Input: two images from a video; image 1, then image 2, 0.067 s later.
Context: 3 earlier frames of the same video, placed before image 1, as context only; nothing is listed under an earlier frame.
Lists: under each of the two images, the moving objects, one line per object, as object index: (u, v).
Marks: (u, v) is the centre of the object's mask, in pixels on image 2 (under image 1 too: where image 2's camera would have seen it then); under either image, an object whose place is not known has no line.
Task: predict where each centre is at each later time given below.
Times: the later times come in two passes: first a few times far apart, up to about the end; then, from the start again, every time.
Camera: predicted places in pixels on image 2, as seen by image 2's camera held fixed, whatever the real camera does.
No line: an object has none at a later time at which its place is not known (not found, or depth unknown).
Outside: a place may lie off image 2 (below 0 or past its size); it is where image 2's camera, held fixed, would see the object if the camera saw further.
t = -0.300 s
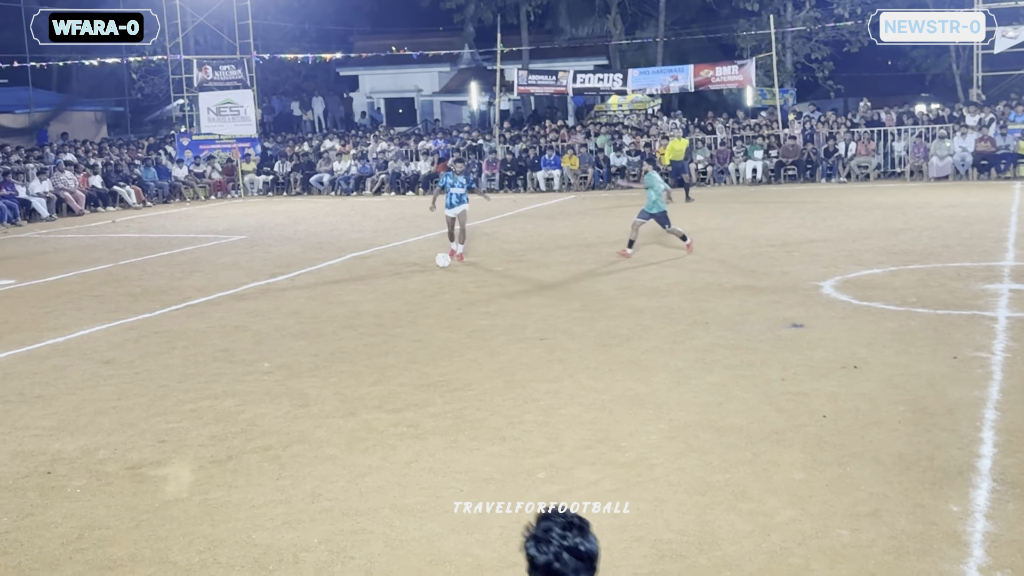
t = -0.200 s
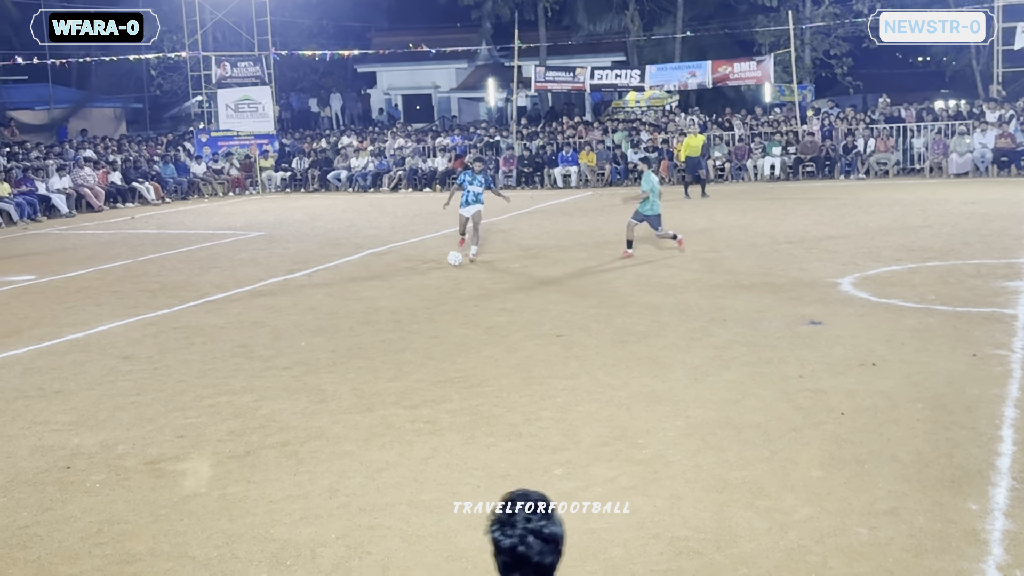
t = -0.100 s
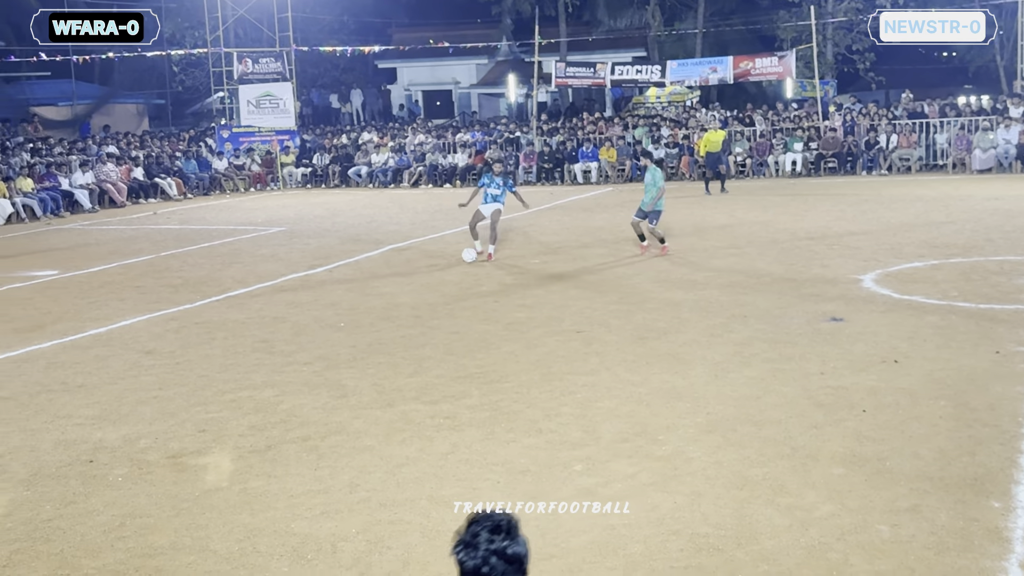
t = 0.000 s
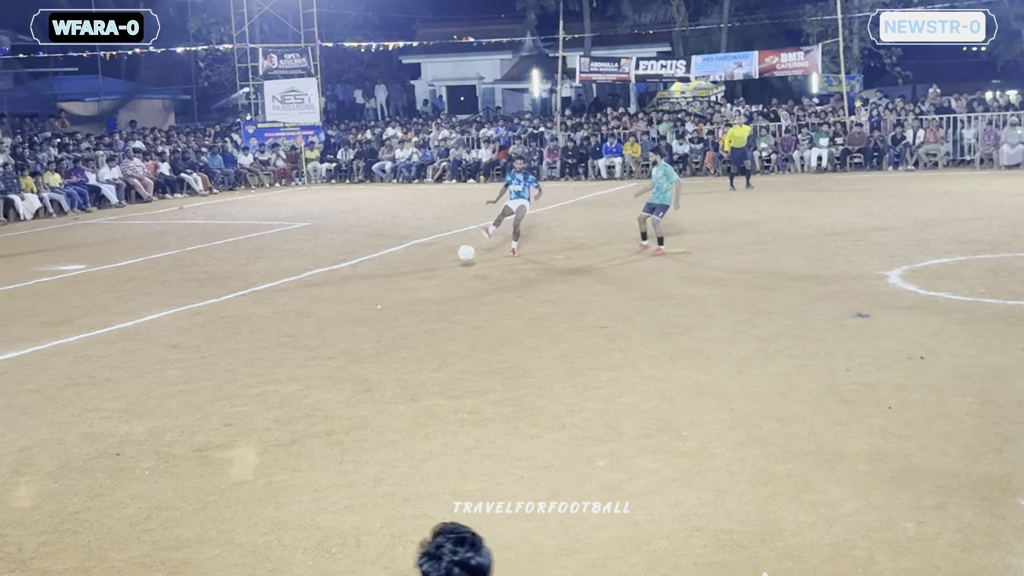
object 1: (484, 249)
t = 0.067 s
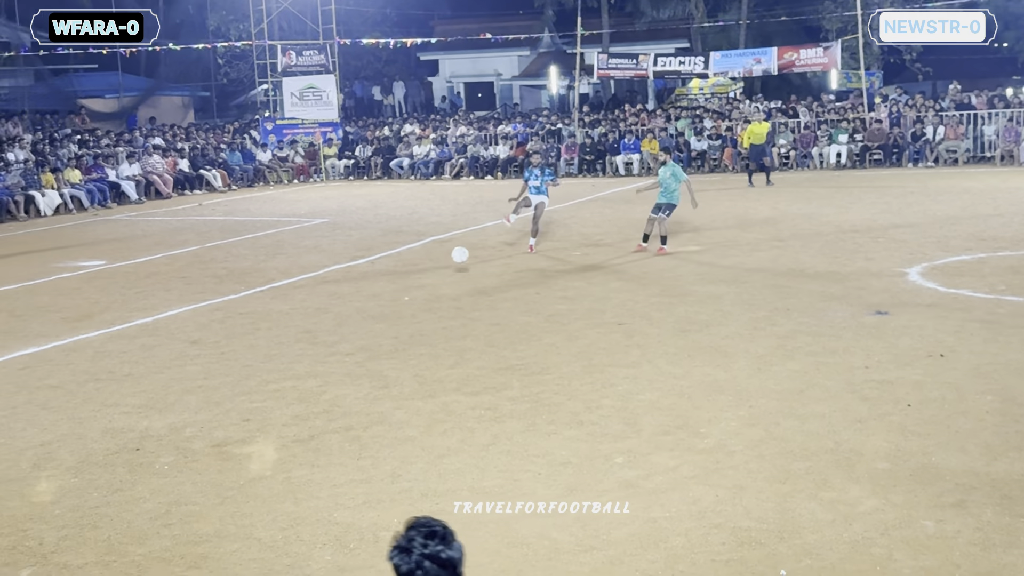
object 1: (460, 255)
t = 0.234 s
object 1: (394, 294)
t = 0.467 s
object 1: (288, 346)
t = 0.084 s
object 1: (454, 257)
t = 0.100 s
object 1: (448, 260)
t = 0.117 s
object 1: (441, 262)
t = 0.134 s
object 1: (434, 266)
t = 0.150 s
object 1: (428, 270)
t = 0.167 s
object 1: (421, 273)
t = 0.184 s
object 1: (414, 278)
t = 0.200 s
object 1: (408, 283)
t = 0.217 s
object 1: (401, 288)
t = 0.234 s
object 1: (394, 294)
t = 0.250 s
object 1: (386, 300)
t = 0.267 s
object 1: (379, 307)
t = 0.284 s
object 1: (371, 314)
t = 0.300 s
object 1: (364, 321)
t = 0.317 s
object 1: (356, 326)
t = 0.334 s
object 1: (349, 327)
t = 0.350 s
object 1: (342, 329)
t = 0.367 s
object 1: (335, 330)
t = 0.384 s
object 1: (327, 331)
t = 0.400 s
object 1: (320, 334)
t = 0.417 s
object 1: (312, 336)
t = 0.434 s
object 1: (304, 339)
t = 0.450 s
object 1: (296, 342)
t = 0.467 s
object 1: (288, 346)
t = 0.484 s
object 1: (279, 350)
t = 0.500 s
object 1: (271, 355)
